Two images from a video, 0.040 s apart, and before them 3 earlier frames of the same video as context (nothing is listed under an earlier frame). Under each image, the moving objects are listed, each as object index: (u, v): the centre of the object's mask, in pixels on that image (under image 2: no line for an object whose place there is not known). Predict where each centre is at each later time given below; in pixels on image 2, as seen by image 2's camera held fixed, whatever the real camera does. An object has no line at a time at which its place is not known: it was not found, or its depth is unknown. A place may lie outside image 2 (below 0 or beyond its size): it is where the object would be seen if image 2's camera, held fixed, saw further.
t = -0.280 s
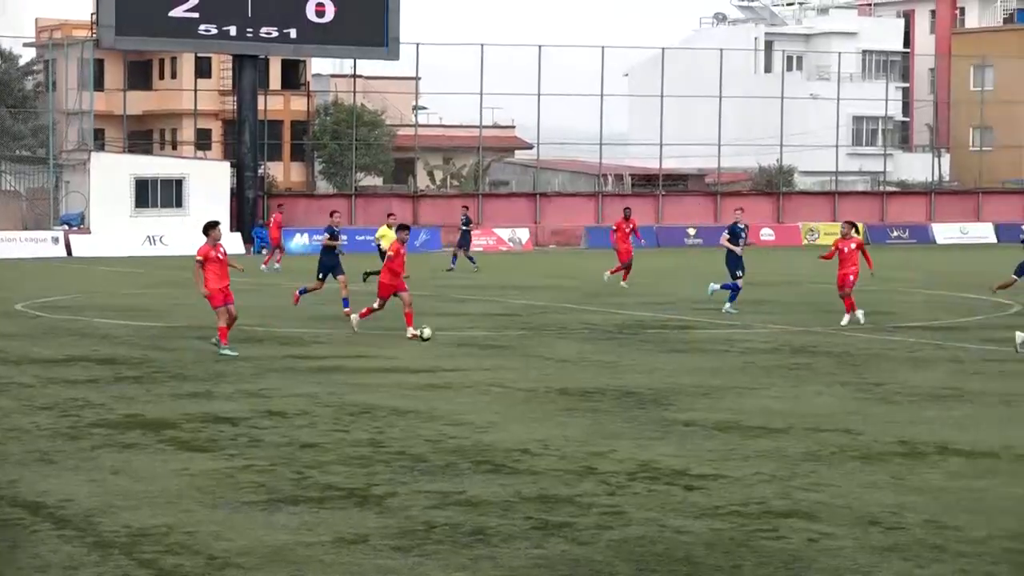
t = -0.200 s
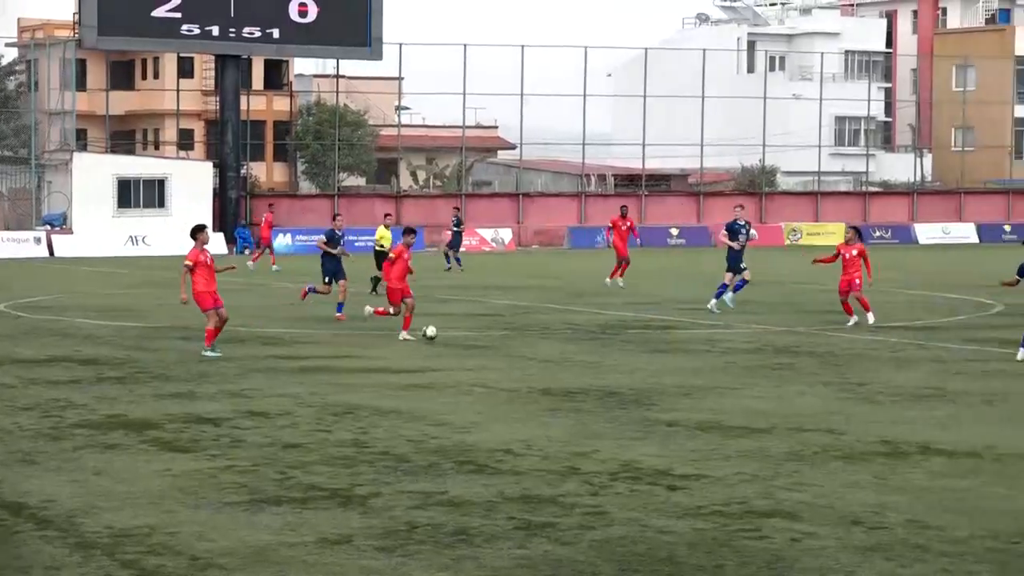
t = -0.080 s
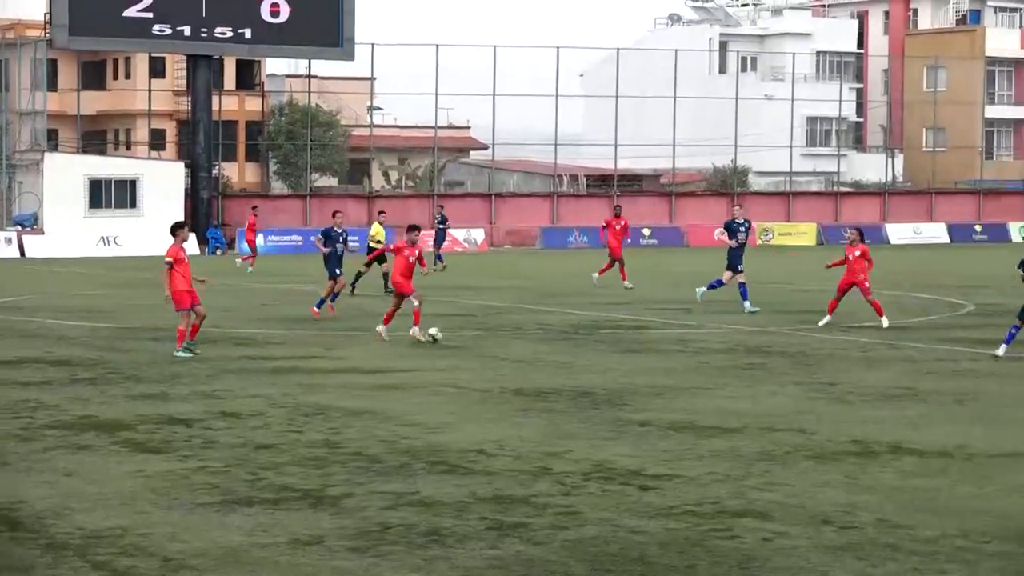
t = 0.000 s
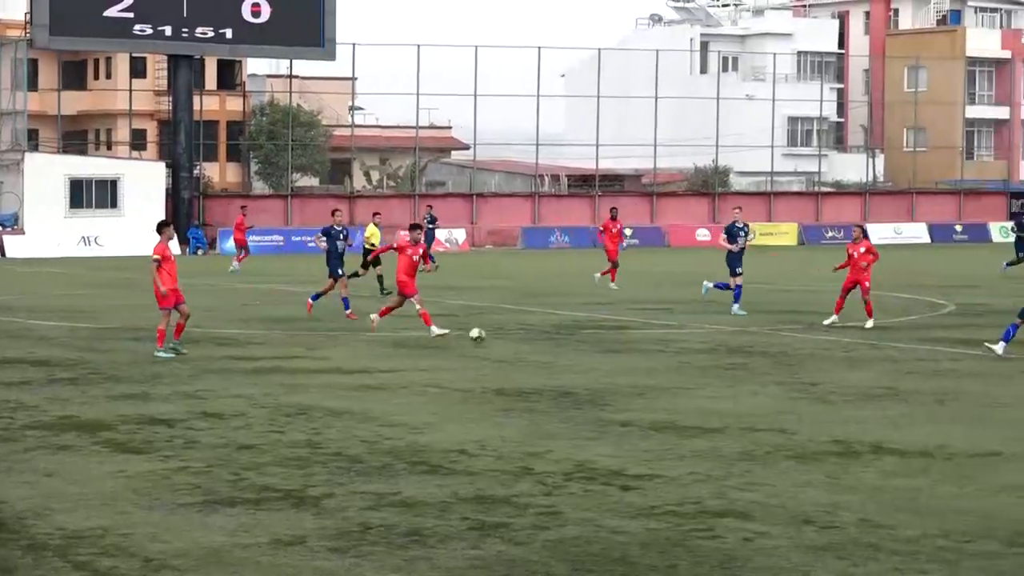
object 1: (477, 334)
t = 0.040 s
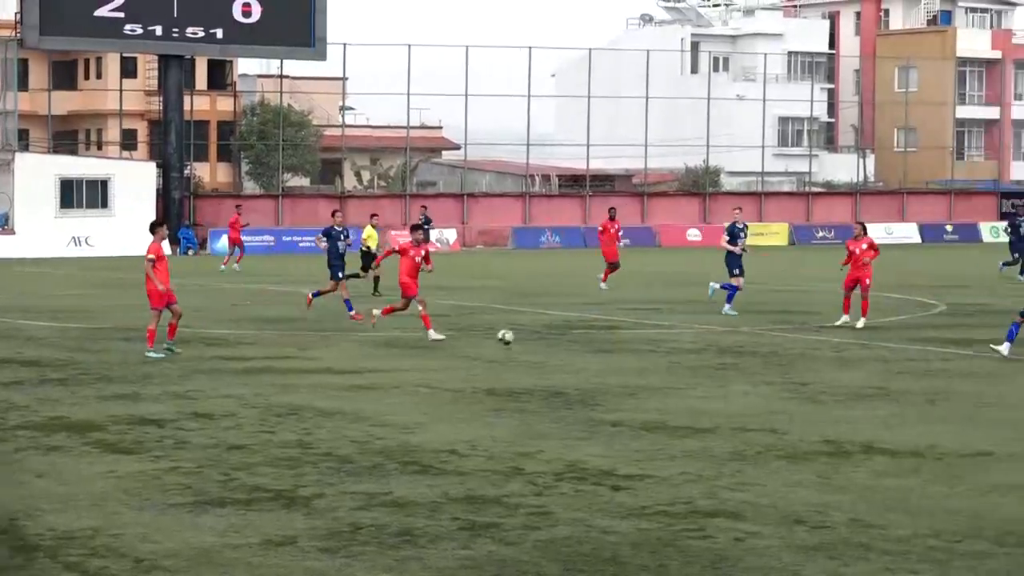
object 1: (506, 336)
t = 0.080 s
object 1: (542, 339)
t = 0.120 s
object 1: (579, 343)
